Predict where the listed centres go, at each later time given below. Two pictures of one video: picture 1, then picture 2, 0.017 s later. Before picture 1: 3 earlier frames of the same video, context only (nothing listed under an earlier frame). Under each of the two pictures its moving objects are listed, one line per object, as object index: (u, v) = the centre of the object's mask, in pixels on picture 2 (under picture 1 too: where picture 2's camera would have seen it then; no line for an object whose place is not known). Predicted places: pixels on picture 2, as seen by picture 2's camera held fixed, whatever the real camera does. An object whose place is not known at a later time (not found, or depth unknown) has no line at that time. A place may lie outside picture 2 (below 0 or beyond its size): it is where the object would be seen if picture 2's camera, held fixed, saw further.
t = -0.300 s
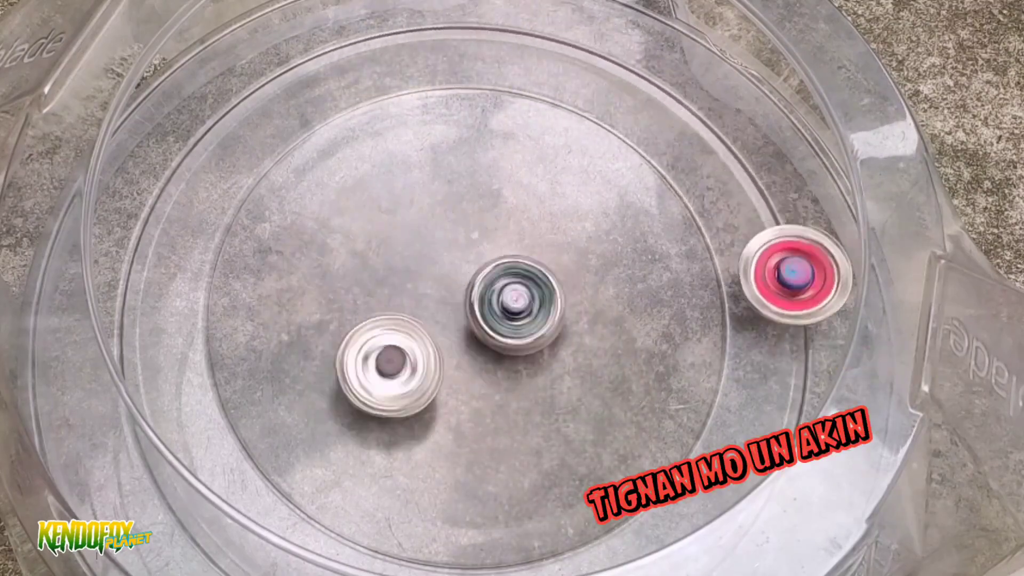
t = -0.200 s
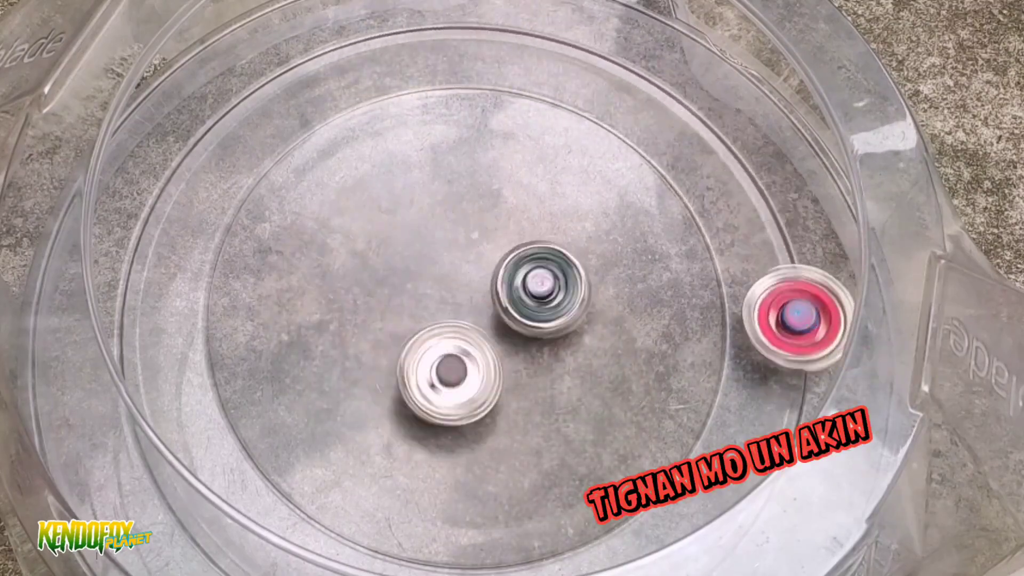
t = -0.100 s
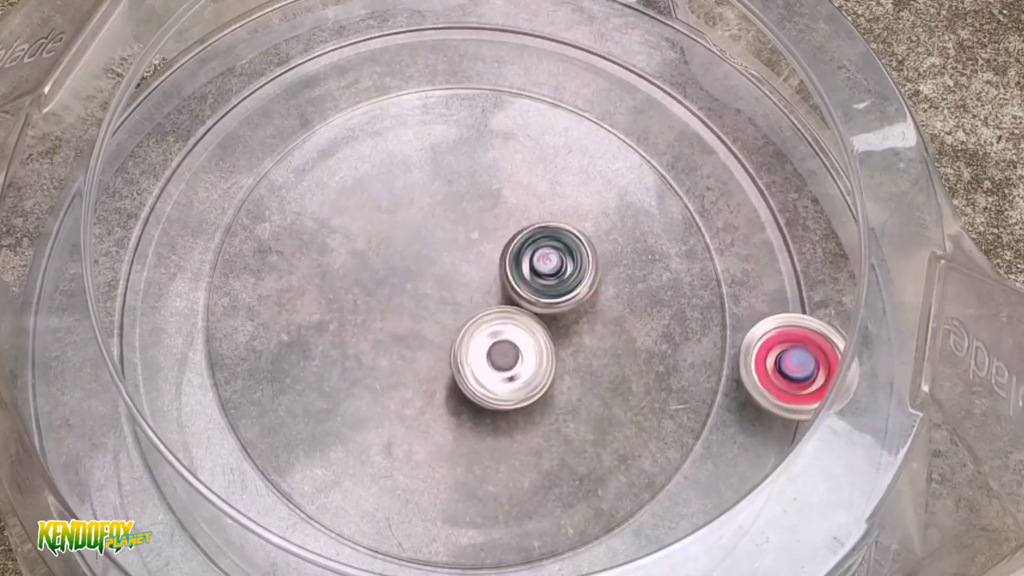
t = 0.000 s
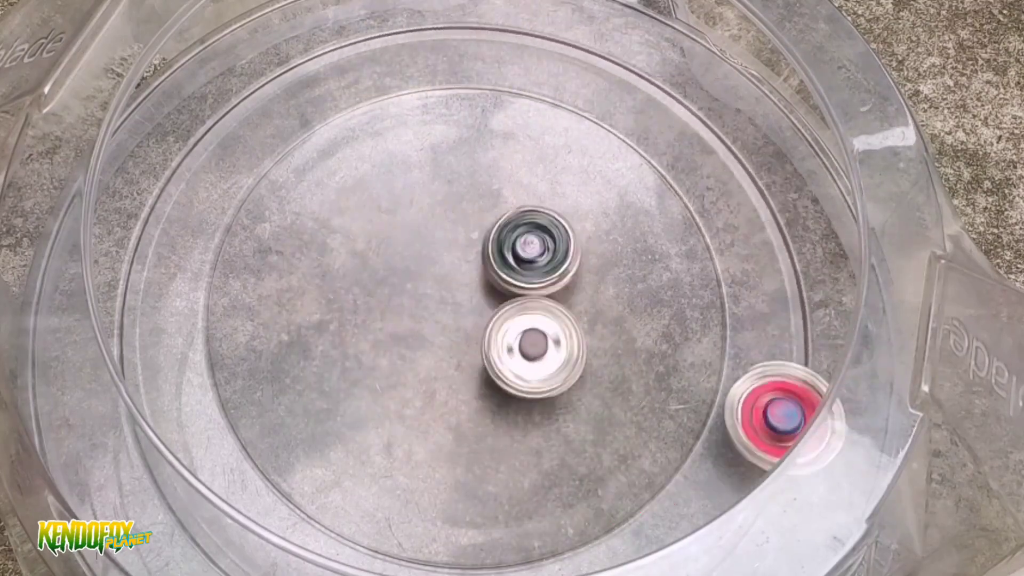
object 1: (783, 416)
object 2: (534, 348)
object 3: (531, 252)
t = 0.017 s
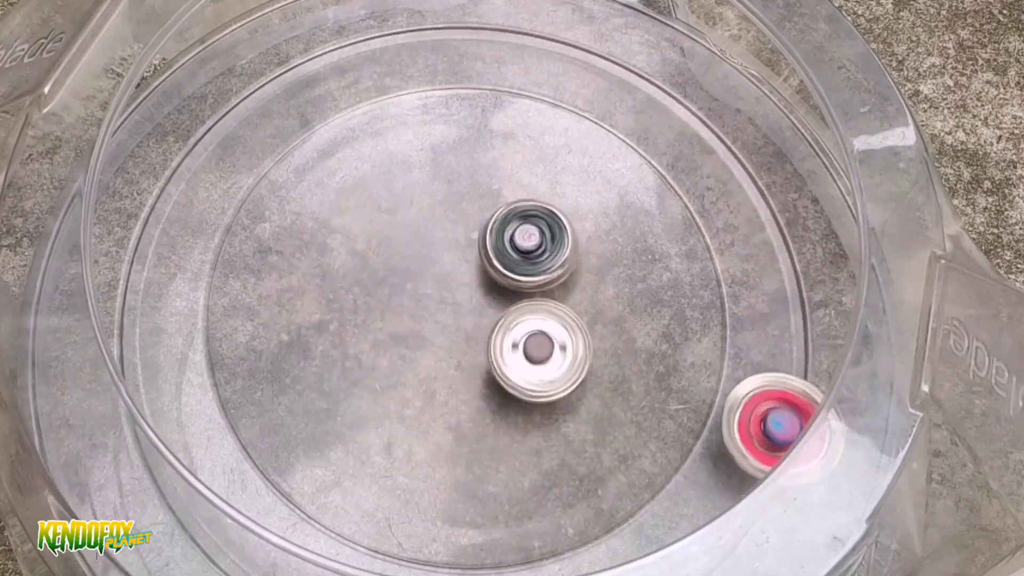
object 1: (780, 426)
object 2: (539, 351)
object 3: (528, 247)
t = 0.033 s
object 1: (778, 437)
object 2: (543, 352)
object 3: (523, 243)
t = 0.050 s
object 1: (775, 448)
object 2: (549, 352)
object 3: (516, 238)
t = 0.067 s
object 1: (772, 458)
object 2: (553, 349)
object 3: (511, 236)
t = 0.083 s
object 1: (768, 464)
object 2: (558, 348)
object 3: (504, 238)
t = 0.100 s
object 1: (763, 470)
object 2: (563, 343)
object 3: (496, 239)
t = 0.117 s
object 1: (759, 473)
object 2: (567, 340)
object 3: (490, 239)
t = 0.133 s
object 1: (753, 480)
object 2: (574, 335)
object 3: (485, 244)
